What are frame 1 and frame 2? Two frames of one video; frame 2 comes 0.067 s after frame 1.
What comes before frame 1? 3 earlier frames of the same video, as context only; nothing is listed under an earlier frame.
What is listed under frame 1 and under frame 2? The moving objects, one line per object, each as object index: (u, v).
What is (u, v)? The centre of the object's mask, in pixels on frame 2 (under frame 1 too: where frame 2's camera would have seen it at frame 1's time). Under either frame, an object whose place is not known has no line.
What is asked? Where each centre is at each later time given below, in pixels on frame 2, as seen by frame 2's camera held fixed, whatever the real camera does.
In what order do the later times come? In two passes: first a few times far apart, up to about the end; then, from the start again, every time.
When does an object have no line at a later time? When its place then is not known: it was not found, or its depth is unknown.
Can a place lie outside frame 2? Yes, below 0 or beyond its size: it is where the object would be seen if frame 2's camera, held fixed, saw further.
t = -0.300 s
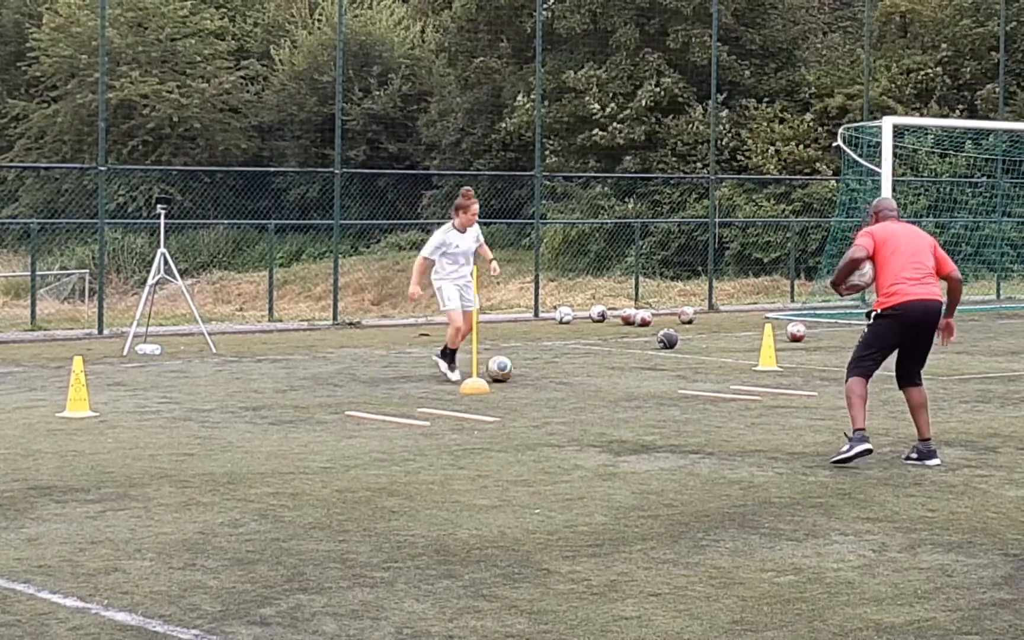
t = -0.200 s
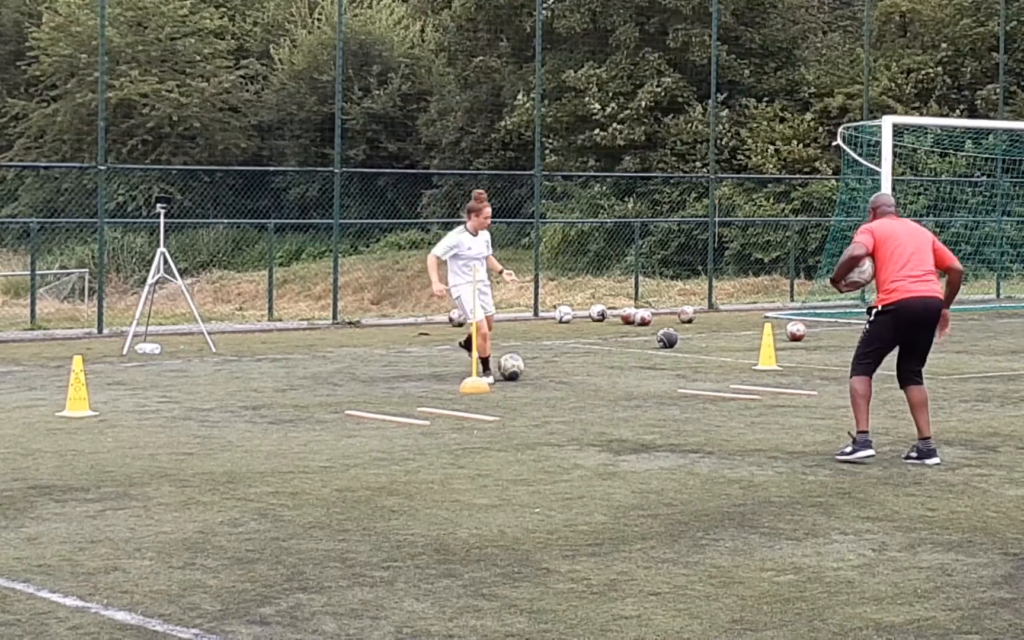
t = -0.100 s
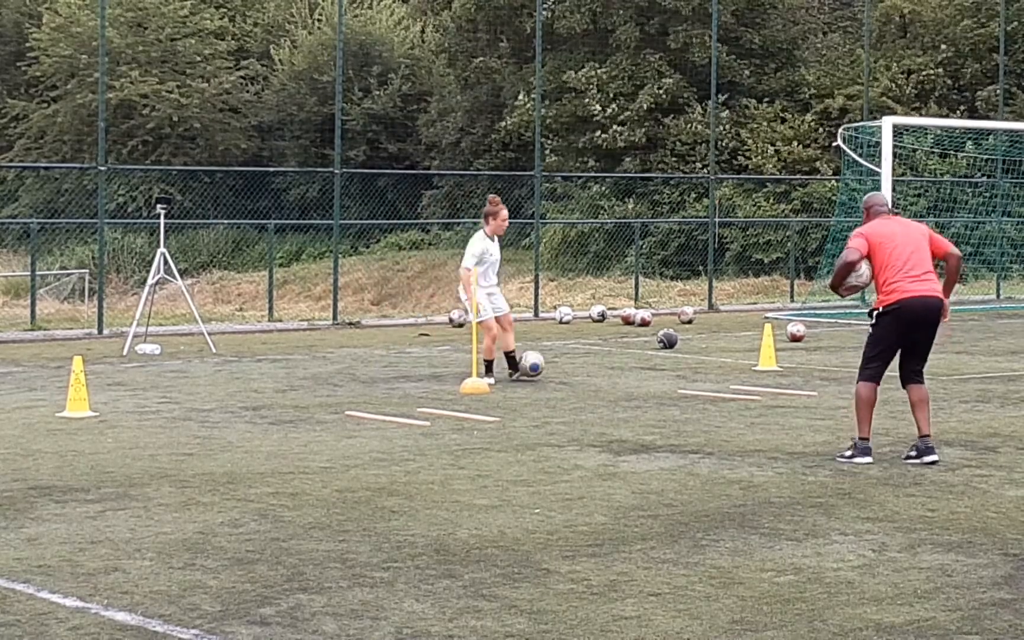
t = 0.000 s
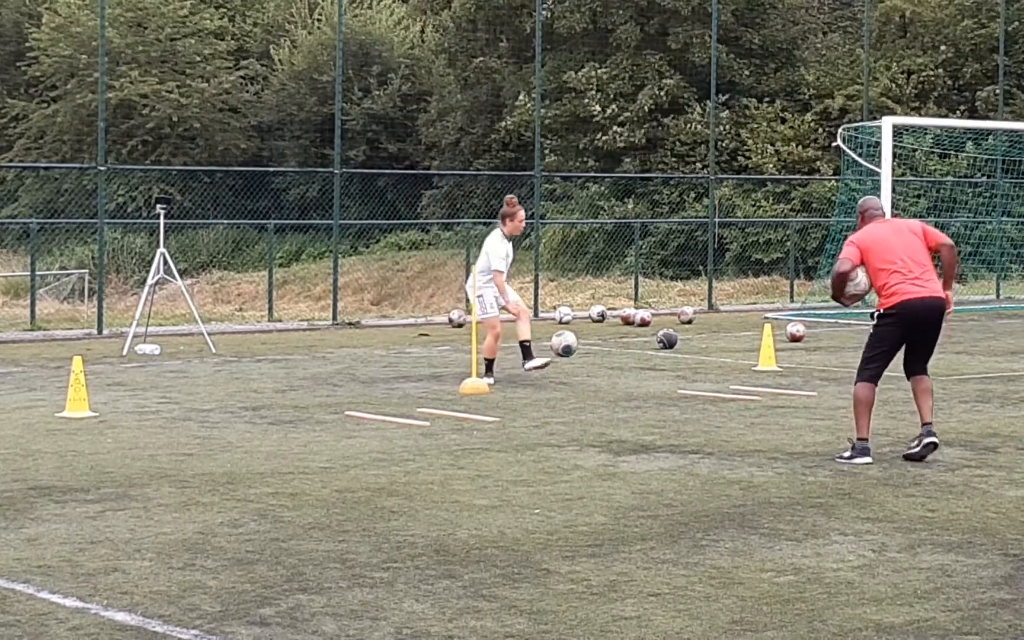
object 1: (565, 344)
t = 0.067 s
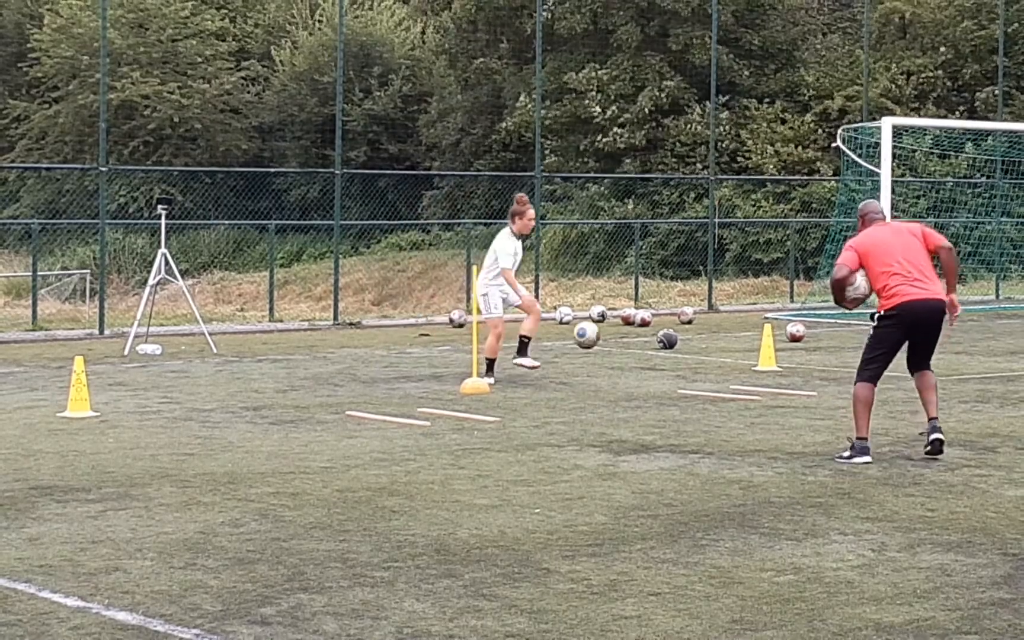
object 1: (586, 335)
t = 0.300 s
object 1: (666, 348)
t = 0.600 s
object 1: (757, 375)
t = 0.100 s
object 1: (598, 332)
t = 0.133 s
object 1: (609, 332)
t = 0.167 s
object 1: (621, 332)
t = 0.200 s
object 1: (632, 334)
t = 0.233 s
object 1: (643, 337)
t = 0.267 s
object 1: (655, 343)
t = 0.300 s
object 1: (666, 348)
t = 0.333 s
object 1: (678, 357)
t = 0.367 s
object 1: (689, 366)
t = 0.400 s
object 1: (702, 377)
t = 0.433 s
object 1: (714, 390)
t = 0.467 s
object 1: (725, 397)
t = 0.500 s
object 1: (734, 389)
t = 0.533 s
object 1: (742, 383)
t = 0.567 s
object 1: (749, 378)
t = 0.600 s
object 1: (757, 375)
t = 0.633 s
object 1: (765, 372)
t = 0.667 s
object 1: (774, 372)
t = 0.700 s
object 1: (783, 373)
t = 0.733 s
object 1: (790, 375)
